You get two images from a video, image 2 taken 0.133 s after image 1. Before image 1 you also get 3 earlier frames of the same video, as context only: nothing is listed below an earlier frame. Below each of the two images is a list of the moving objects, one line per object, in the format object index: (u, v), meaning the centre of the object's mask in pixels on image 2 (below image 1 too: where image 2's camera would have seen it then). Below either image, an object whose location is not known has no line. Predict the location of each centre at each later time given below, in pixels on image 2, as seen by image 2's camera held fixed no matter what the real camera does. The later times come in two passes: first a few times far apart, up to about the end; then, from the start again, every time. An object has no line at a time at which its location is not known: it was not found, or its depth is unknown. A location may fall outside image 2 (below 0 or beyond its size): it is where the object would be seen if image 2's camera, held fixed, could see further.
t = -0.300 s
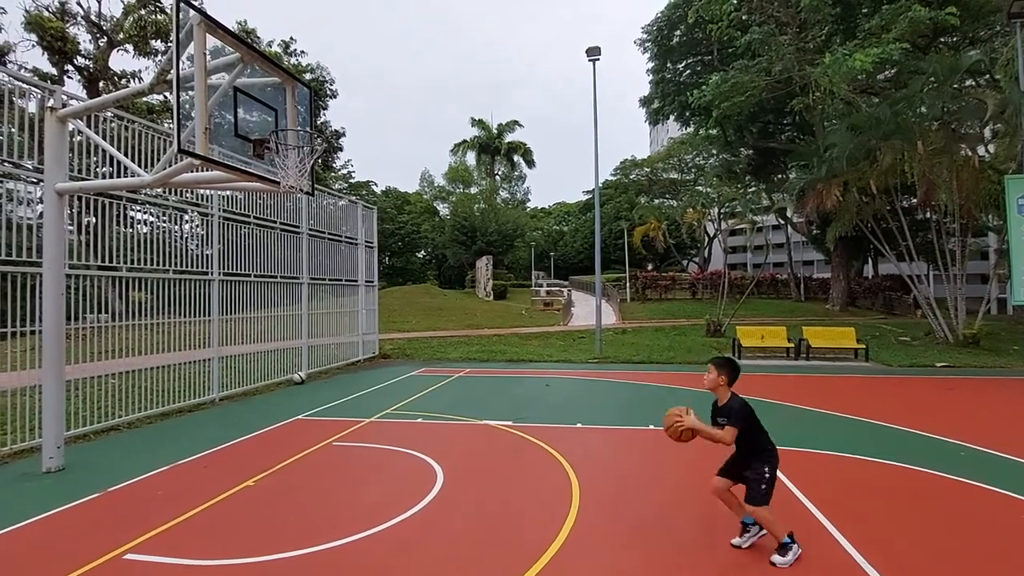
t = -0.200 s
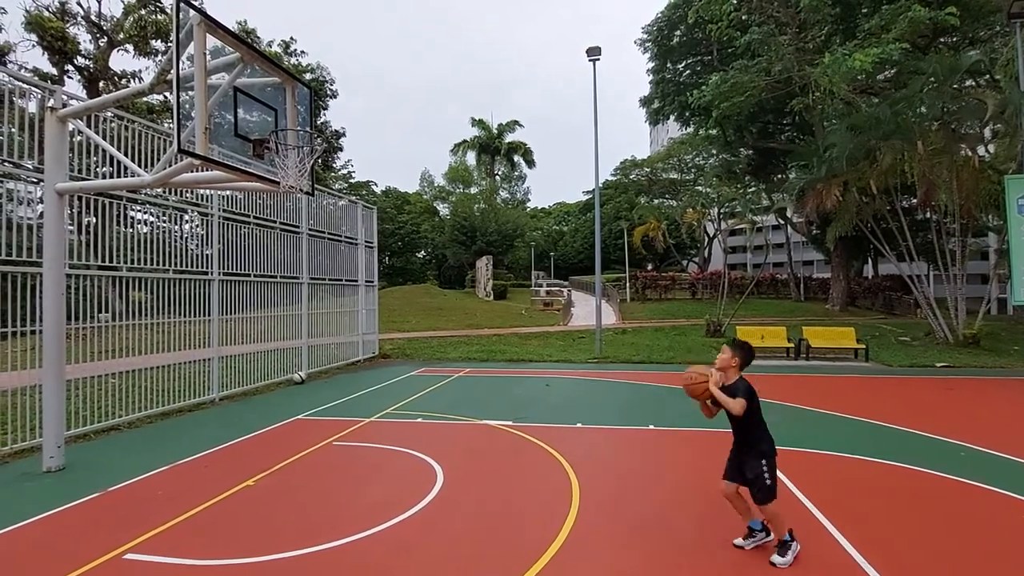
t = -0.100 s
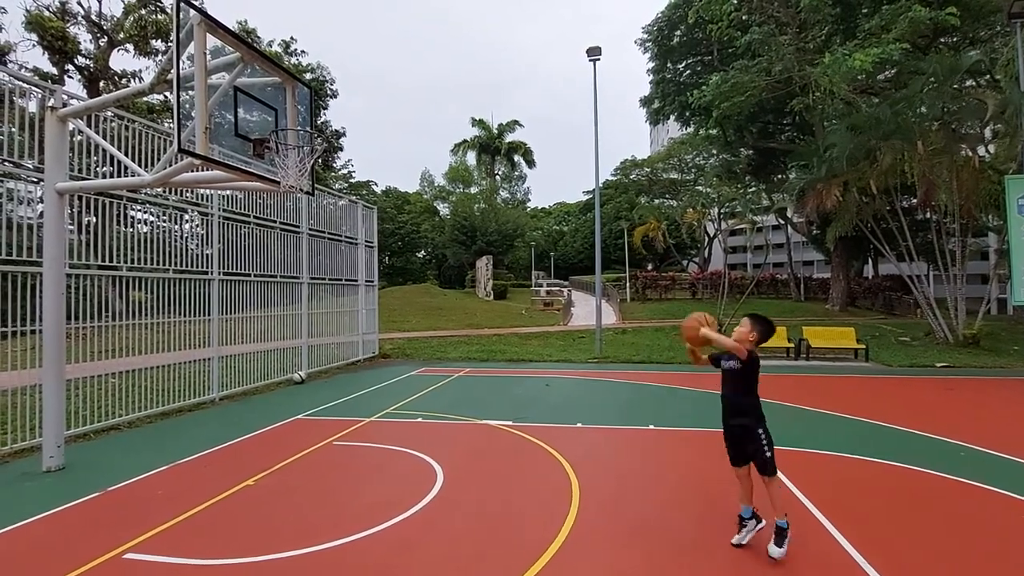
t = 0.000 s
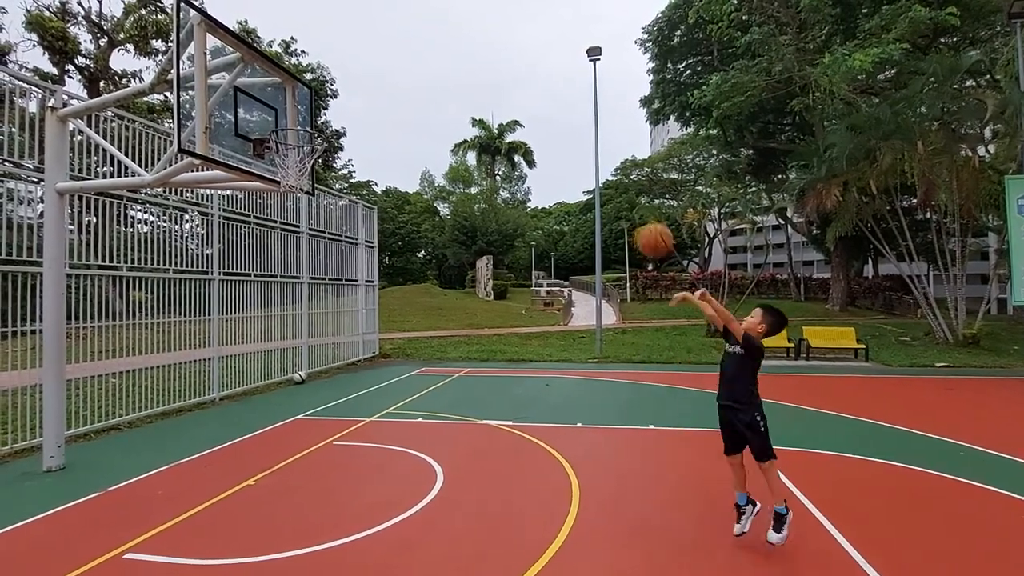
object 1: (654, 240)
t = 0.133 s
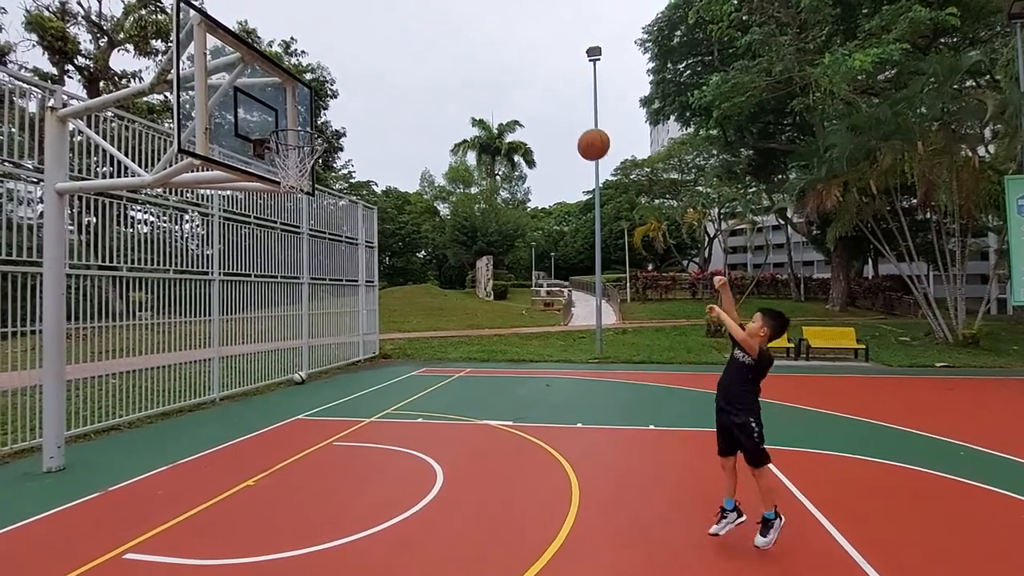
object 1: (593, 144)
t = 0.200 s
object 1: (565, 108)
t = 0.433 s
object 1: (477, 32)
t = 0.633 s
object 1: (411, 25)
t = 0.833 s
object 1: (351, 63)
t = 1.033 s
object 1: (297, 140)
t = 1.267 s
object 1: (273, 183)
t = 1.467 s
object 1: (265, 237)
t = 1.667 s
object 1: (257, 332)
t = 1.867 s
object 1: (248, 470)
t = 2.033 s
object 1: (261, 385)
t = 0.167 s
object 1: (579, 125)
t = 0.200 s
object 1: (565, 108)
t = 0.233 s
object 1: (551, 92)
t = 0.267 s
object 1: (538, 78)
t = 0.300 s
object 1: (525, 66)
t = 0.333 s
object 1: (513, 55)
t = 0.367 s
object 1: (501, 46)
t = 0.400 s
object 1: (488, 39)
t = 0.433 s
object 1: (477, 32)
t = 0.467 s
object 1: (465, 28)
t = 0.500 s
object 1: (454, 24)
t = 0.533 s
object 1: (442, 22)
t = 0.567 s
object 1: (432, 22)
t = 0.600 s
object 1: (421, 23)
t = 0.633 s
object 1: (411, 25)
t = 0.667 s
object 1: (400, 28)
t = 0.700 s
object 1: (390, 33)
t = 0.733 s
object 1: (380, 38)
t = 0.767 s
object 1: (370, 45)
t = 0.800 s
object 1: (361, 54)
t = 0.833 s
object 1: (351, 63)
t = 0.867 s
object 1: (342, 73)
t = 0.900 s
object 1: (333, 84)
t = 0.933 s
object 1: (323, 97)
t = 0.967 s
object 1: (315, 110)
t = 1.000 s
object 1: (306, 122)
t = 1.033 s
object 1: (297, 140)
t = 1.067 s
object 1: (289, 155)
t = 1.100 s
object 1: (282, 167)
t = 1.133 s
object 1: (279, 170)
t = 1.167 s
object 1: (278, 175)
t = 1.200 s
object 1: (276, 175)
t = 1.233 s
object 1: (275, 177)
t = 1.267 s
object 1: (273, 183)
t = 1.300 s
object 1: (272, 189)
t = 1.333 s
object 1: (271, 197)
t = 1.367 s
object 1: (270, 203)
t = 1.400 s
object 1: (268, 215)
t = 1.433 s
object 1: (267, 224)
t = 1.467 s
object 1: (265, 237)
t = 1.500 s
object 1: (264, 250)
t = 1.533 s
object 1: (262, 264)
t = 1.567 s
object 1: (261, 279)
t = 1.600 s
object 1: (259, 295)
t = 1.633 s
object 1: (258, 313)
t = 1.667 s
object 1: (257, 332)
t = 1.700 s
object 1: (255, 352)
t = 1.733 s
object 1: (255, 373)
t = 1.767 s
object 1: (253, 395)
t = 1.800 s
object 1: (251, 419)
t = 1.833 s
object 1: (249, 443)
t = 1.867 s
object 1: (248, 470)
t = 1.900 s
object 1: (251, 455)
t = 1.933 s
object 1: (253, 434)
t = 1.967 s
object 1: (255, 417)
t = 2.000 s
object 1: (258, 400)
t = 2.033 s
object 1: (261, 385)
